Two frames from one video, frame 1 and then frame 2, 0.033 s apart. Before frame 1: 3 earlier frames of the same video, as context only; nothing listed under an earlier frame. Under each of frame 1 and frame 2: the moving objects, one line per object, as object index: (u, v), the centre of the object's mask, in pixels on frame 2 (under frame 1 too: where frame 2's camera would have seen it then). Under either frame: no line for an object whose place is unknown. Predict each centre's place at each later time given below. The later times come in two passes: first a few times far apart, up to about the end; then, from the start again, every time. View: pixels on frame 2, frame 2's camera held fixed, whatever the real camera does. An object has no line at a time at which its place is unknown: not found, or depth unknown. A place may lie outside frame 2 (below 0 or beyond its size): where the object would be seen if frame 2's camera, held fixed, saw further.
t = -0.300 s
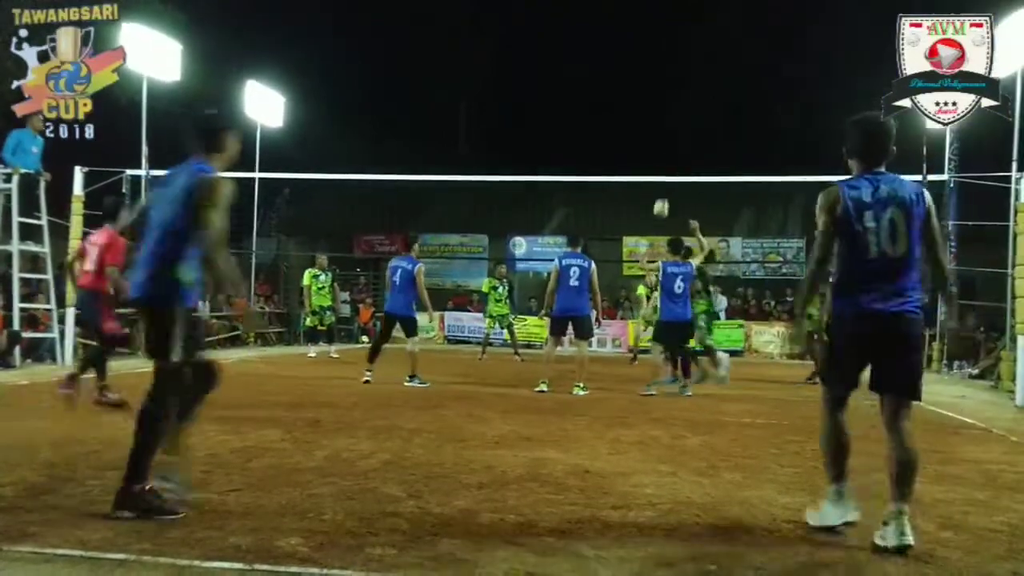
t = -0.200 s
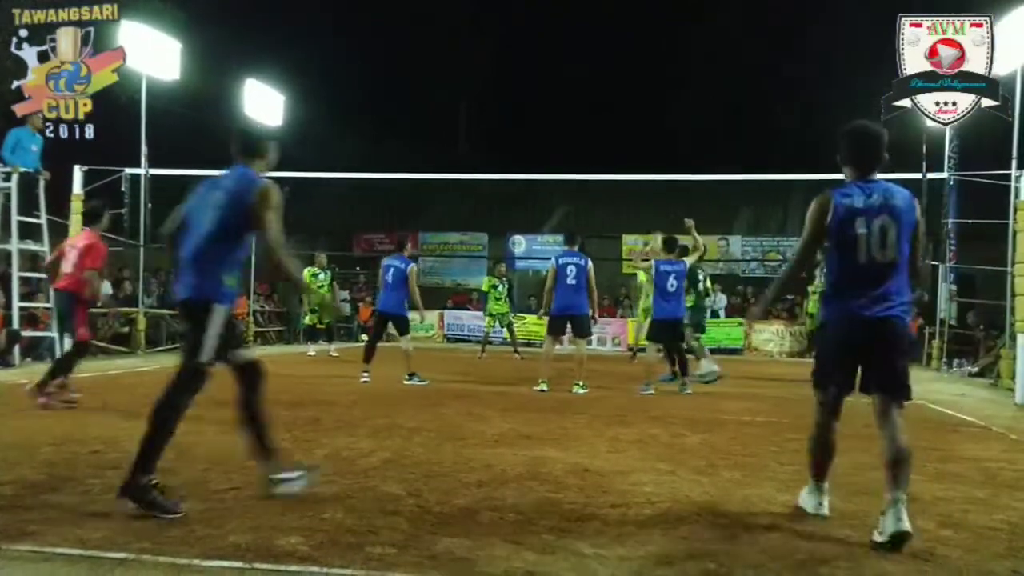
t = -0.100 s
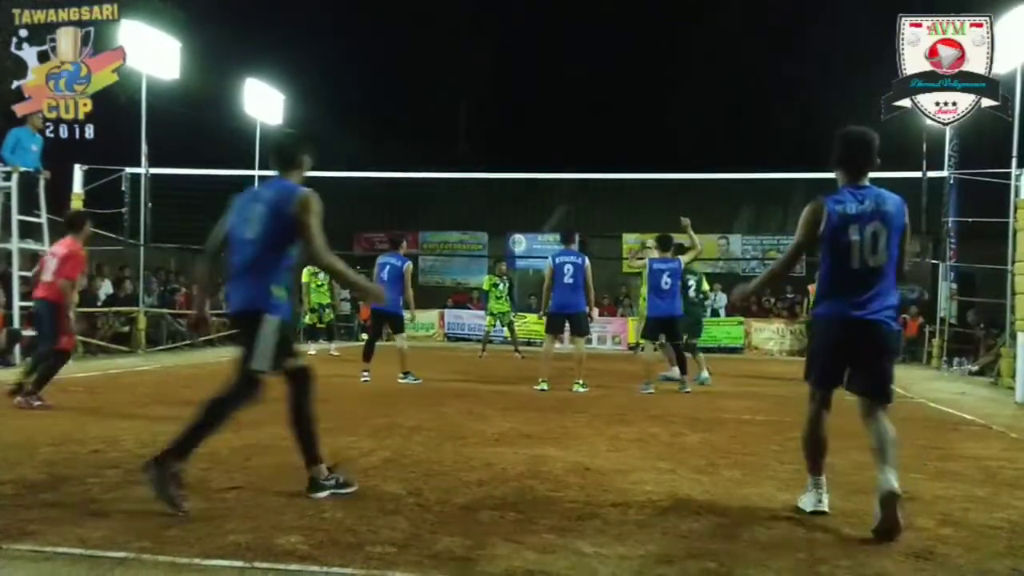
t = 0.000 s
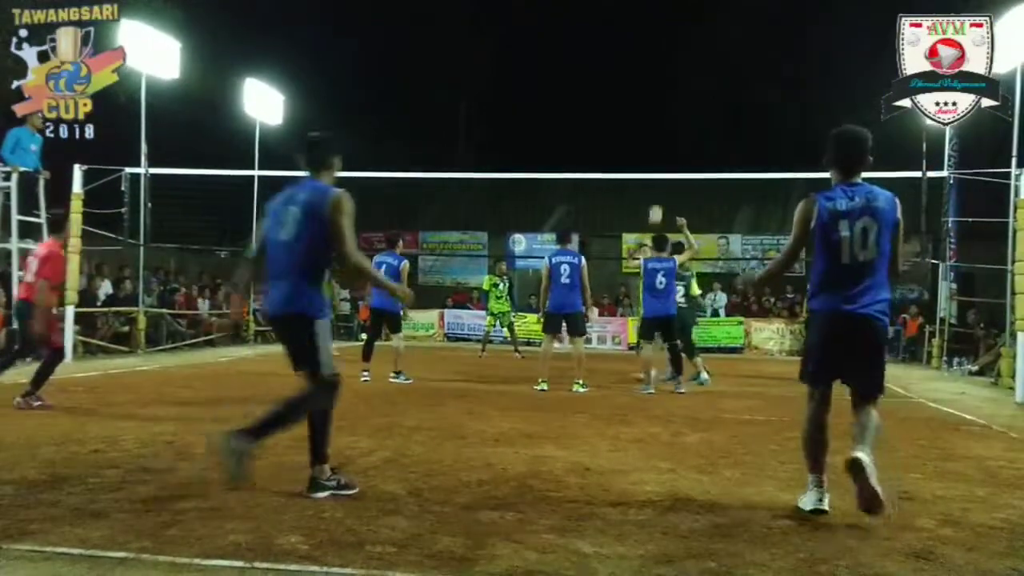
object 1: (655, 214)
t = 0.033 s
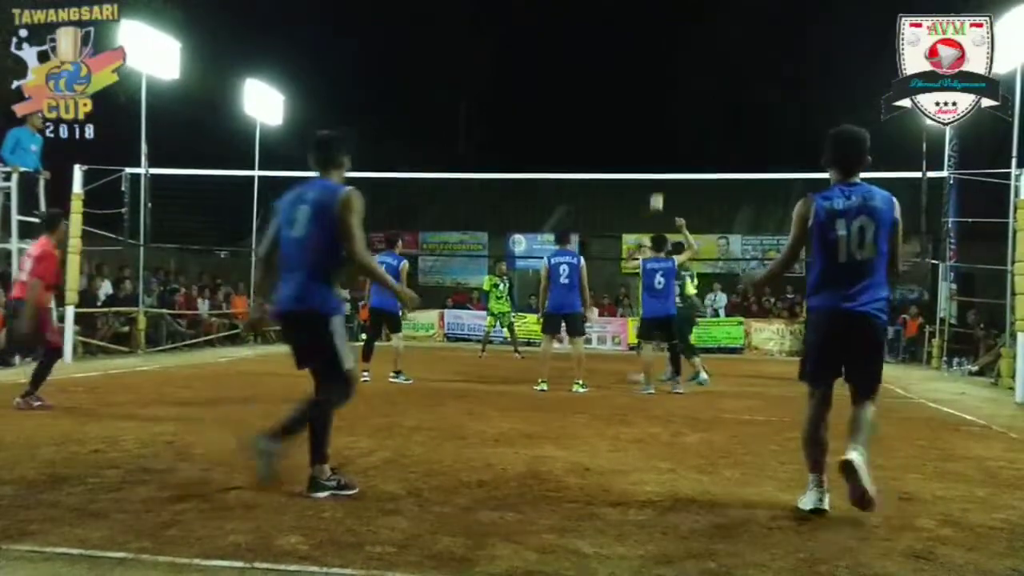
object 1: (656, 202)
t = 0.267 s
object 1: (662, 129)
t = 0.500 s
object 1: (667, 86)
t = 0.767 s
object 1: (670, 76)
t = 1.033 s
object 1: (671, 109)
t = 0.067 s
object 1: (657, 189)
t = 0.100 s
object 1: (659, 178)
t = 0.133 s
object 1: (659, 166)
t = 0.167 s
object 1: (659, 157)
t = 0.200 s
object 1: (660, 148)
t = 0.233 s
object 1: (661, 138)
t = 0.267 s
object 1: (662, 129)
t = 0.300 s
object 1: (663, 121)
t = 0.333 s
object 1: (664, 114)
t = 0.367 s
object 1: (664, 107)
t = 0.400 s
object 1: (665, 101)
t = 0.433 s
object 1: (665, 96)
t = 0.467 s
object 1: (666, 91)
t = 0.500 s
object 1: (667, 86)
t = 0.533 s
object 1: (667, 83)
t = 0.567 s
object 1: (668, 80)
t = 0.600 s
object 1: (668, 77)
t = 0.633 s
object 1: (668, 76)
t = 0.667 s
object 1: (669, 75)
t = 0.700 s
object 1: (669, 75)
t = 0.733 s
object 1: (670, 75)
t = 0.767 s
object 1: (670, 76)
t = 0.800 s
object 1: (671, 78)
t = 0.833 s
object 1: (671, 81)
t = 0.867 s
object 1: (671, 84)
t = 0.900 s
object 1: (672, 88)
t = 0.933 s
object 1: (672, 92)
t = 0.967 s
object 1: (672, 97)
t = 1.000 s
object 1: (672, 104)
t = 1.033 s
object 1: (671, 109)
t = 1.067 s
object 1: (672, 116)
